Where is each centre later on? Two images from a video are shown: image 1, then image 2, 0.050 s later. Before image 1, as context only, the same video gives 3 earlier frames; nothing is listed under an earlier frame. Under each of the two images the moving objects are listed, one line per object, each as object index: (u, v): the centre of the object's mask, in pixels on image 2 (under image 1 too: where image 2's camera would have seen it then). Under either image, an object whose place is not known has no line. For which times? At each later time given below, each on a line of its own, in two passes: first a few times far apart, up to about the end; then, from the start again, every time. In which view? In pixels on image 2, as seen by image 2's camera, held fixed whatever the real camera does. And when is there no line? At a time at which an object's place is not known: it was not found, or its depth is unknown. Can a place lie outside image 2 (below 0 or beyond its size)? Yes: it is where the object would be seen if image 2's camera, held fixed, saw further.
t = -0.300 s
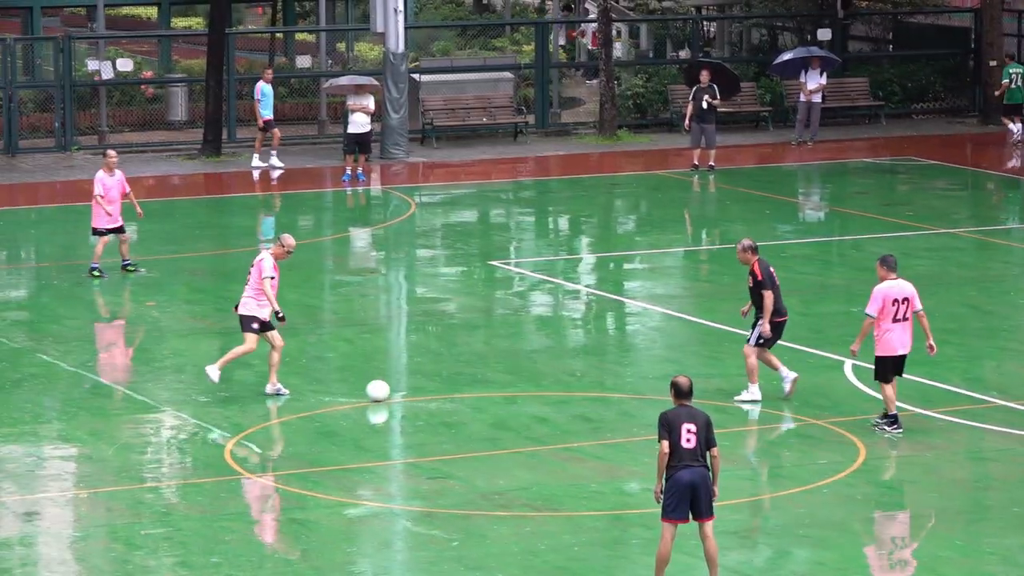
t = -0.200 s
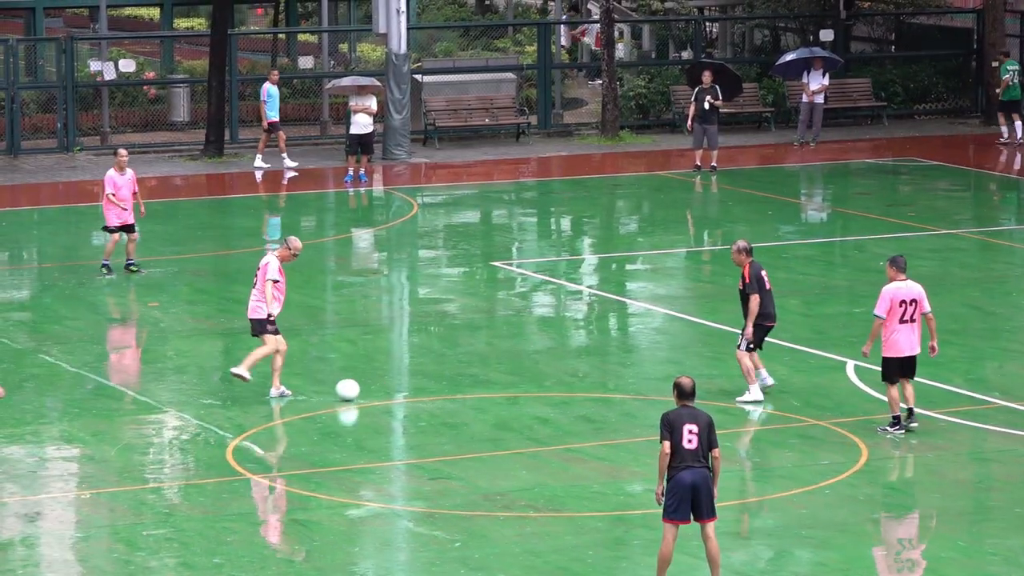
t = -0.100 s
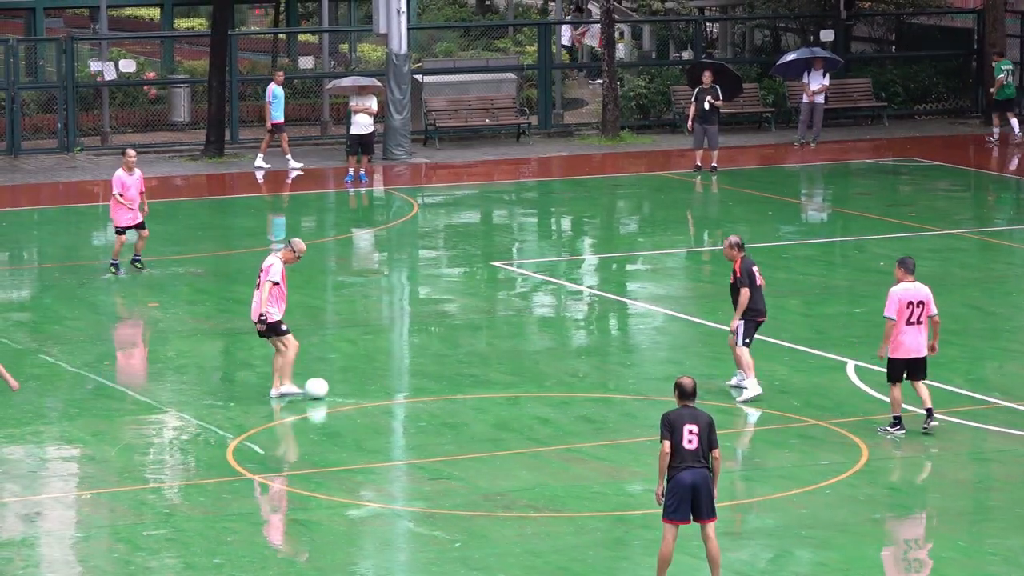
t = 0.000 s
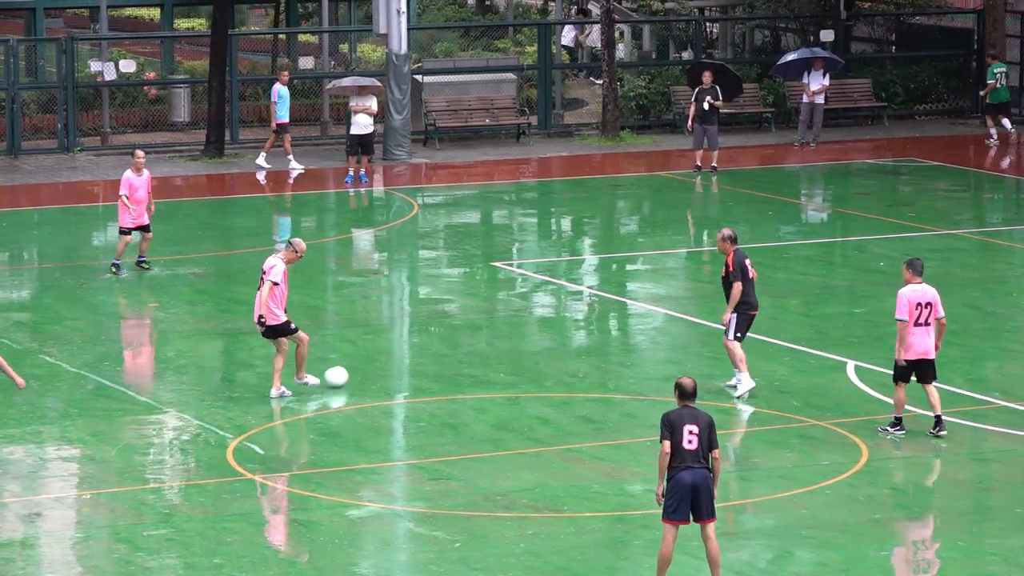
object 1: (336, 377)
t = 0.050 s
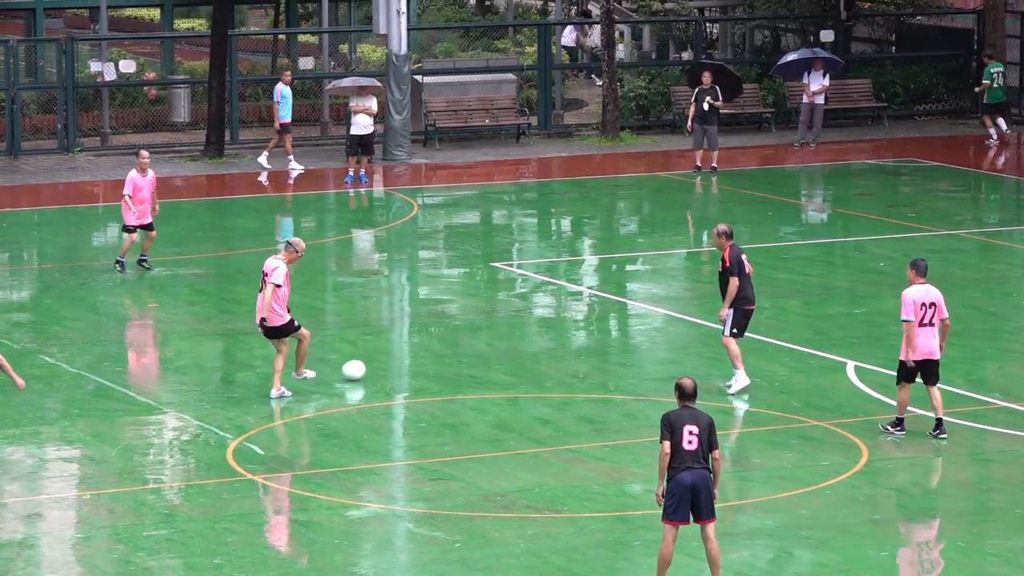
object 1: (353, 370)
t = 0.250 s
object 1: (412, 346)
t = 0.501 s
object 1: (465, 322)
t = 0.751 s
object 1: (495, 304)
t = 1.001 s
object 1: (516, 291)
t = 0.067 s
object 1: (359, 368)
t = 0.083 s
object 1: (364, 365)
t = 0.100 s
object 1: (370, 363)
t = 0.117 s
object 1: (375, 362)
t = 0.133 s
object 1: (380, 359)
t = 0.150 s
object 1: (385, 357)
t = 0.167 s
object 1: (390, 355)
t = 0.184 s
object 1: (394, 353)
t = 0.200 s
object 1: (399, 351)
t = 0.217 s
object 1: (403, 349)
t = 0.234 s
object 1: (408, 348)
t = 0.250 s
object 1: (412, 346)
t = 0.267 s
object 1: (417, 344)
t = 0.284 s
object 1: (421, 342)
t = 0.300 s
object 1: (425, 340)
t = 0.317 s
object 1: (429, 338)
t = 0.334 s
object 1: (433, 337)
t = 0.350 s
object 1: (436, 335)
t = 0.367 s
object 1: (440, 334)
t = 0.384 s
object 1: (443, 332)
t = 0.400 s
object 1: (447, 331)
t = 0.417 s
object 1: (450, 329)
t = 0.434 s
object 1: (453, 328)
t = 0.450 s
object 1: (456, 326)
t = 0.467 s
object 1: (459, 325)
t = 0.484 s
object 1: (462, 323)
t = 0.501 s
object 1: (465, 322)
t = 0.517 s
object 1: (468, 321)
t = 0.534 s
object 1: (470, 319)
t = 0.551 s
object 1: (473, 318)
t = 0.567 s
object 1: (475, 316)
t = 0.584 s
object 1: (477, 315)
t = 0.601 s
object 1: (479, 314)
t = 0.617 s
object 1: (482, 313)
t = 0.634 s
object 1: (484, 312)
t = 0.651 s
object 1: (485, 311)
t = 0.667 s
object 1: (487, 310)
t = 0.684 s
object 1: (488, 308)
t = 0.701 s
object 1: (490, 308)
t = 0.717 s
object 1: (491, 307)
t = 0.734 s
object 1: (493, 305)
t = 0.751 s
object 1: (495, 304)
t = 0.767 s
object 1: (496, 303)
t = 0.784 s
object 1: (498, 303)
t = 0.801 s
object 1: (499, 301)
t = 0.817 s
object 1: (500, 301)
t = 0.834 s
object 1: (502, 300)
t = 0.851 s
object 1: (504, 299)
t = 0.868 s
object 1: (505, 298)
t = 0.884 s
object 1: (506, 297)
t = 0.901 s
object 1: (508, 296)
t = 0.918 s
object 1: (509, 295)
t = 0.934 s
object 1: (510, 294)
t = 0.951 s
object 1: (512, 293)
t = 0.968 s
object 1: (513, 292)
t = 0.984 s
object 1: (515, 292)
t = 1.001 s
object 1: (516, 291)
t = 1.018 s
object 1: (517, 290)
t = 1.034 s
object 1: (518, 289)
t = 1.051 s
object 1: (520, 288)
